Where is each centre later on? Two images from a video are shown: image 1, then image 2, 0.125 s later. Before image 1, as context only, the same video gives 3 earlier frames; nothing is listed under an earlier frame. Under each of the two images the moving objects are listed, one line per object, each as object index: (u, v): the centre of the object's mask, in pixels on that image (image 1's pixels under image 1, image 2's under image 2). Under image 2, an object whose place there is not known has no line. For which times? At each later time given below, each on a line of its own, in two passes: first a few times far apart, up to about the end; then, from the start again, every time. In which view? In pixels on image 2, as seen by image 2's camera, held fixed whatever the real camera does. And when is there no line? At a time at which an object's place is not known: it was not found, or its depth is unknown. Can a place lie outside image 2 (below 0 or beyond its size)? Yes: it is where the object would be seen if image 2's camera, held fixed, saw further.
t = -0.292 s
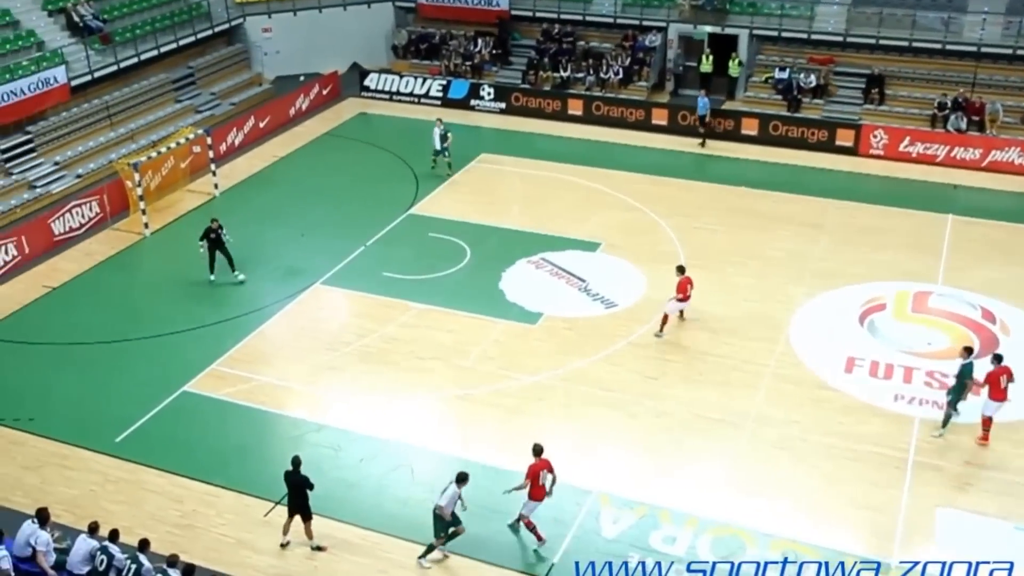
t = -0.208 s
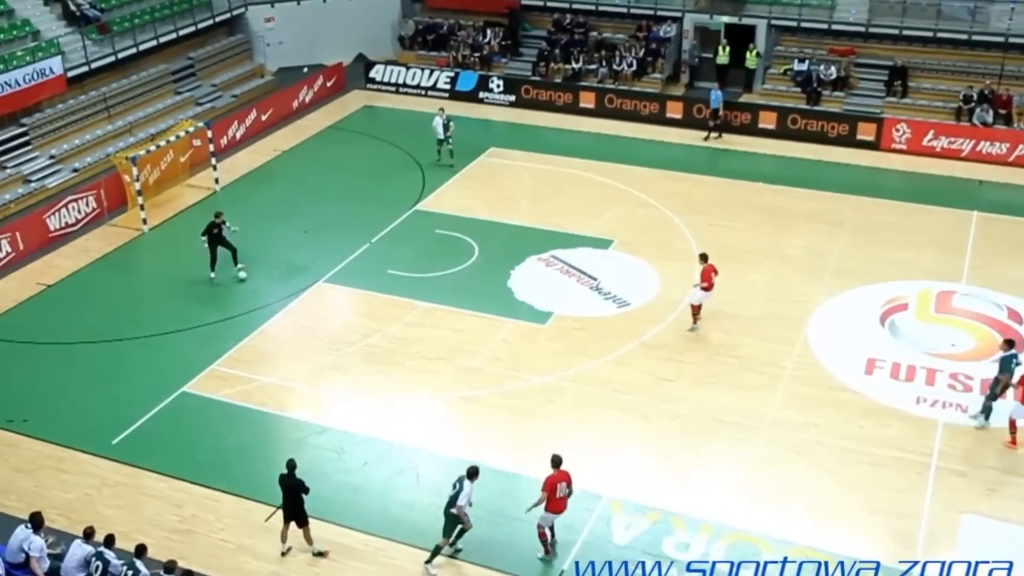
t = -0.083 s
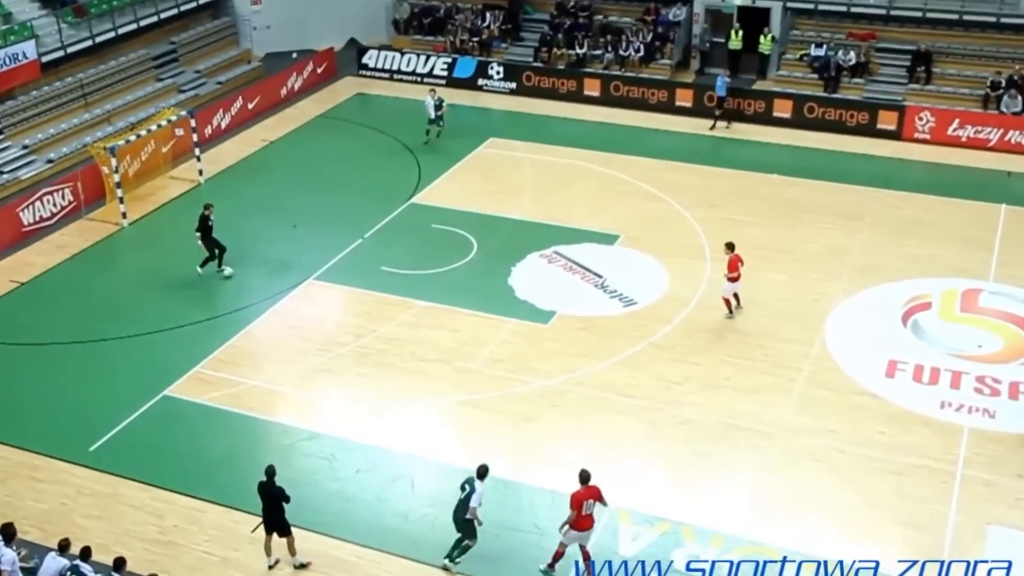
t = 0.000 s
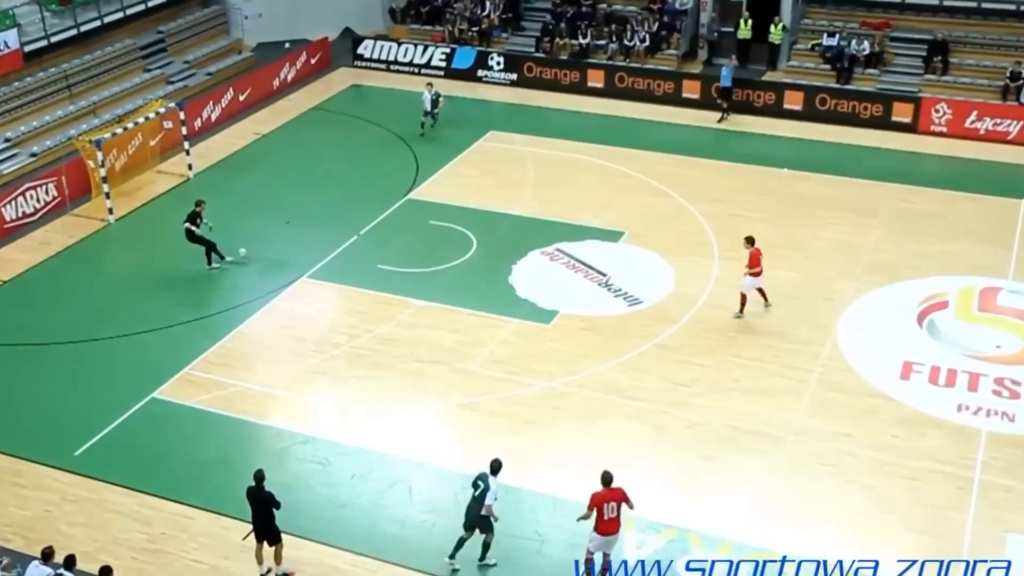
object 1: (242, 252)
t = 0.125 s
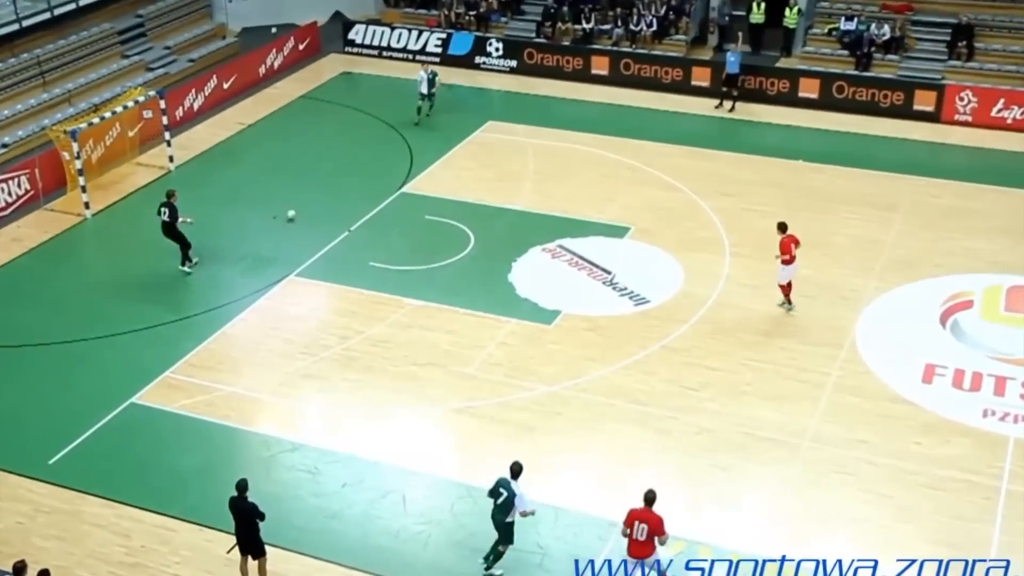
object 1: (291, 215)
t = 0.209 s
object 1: (322, 196)
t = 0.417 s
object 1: (385, 156)
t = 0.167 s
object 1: (307, 204)
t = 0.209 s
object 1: (322, 196)
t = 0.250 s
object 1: (336, 186)
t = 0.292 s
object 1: (349, 178)
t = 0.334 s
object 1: (361, 170)
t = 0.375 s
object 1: (373, 163)
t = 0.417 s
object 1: (385, 156)
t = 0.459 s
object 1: (396, 149)
